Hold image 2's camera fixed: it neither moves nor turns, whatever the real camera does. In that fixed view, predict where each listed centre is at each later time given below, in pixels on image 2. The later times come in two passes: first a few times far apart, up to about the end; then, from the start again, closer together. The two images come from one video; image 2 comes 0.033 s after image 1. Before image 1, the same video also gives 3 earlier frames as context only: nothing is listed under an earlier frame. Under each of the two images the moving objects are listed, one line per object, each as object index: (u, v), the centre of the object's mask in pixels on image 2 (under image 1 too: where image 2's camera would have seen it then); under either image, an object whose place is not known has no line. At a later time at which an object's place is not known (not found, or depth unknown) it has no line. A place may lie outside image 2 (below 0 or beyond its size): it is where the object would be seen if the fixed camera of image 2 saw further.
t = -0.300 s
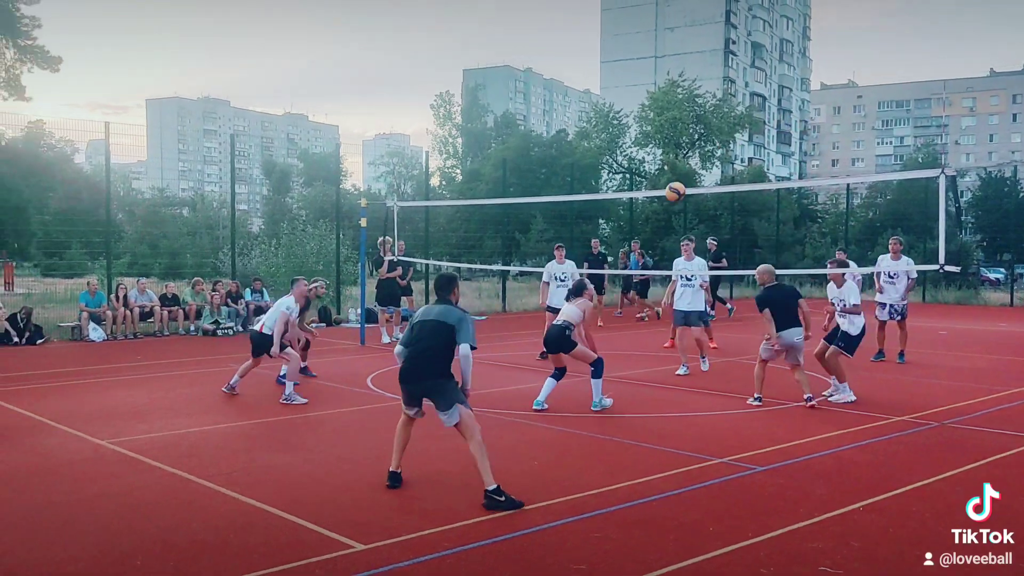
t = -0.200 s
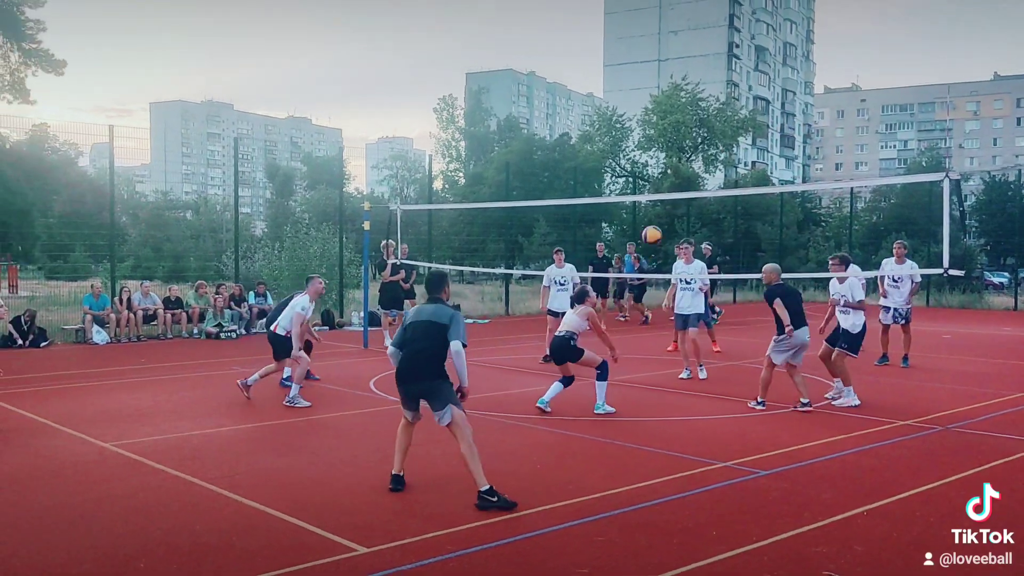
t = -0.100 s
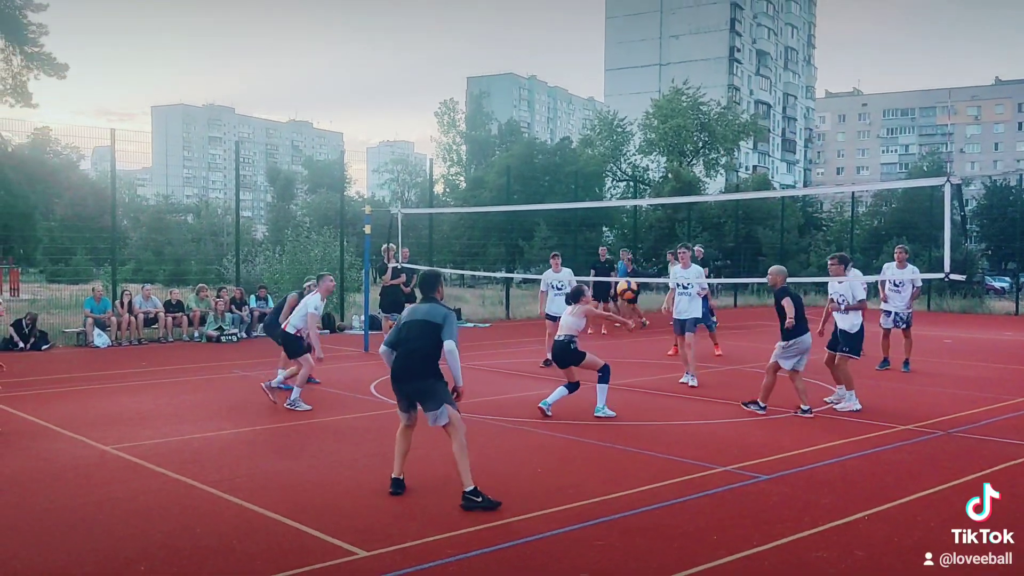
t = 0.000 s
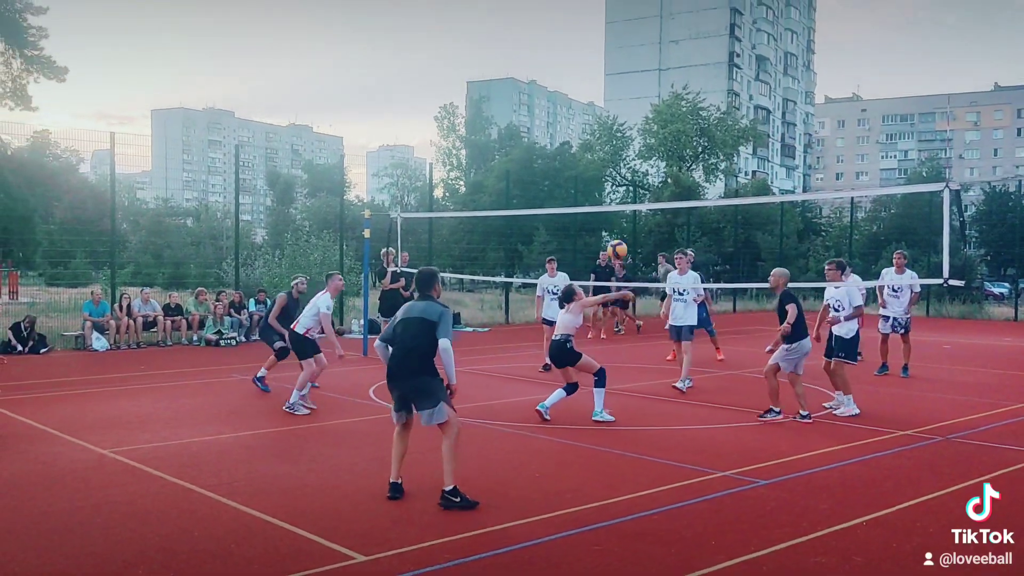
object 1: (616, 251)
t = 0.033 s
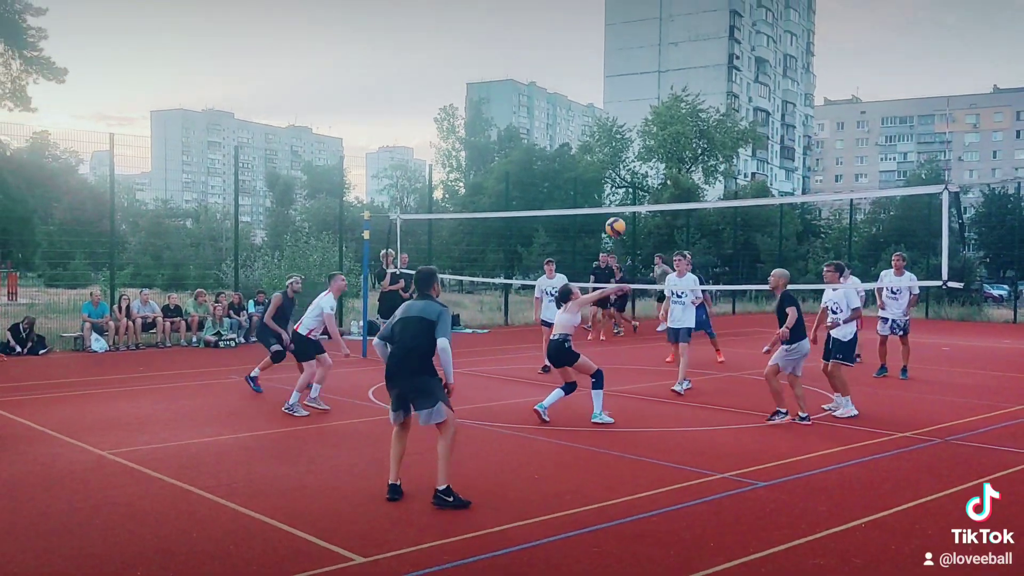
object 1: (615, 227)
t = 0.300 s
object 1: (604, 72)
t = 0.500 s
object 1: (594, 5)
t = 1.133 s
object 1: (569, 32)
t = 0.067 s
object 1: (614, 203)
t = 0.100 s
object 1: (613, 181)
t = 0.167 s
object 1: (611, 140)
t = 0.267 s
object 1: (606, 88)
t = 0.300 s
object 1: (604, 72)
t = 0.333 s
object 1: (603, 58)
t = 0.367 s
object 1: (601, 45)
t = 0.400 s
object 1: (599, 34)
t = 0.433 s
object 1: (598, 23)
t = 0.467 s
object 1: (596, 13)
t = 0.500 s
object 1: (594, 5)
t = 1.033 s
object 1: (572, 4)
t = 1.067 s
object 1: (571, 12)
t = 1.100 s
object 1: (570, 22)
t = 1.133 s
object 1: (569, 32)
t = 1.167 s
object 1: (567, 43)
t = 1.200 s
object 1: (566, 56)
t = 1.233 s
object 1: (565, 69)
